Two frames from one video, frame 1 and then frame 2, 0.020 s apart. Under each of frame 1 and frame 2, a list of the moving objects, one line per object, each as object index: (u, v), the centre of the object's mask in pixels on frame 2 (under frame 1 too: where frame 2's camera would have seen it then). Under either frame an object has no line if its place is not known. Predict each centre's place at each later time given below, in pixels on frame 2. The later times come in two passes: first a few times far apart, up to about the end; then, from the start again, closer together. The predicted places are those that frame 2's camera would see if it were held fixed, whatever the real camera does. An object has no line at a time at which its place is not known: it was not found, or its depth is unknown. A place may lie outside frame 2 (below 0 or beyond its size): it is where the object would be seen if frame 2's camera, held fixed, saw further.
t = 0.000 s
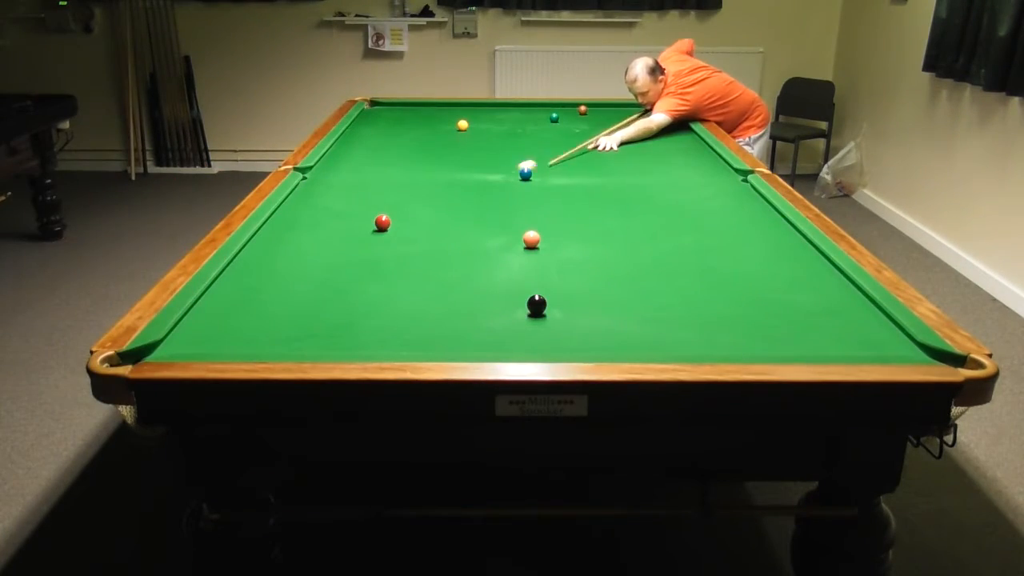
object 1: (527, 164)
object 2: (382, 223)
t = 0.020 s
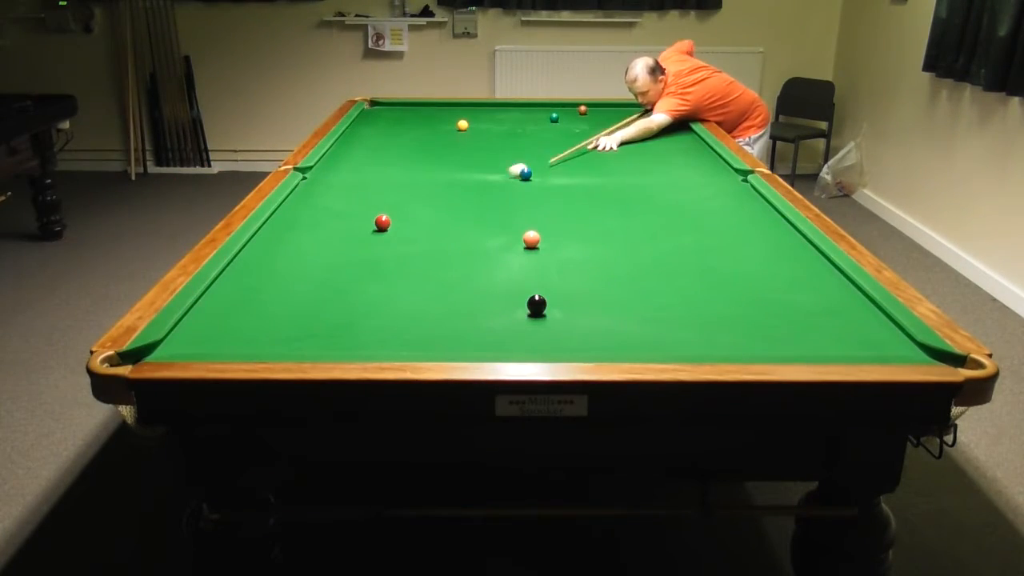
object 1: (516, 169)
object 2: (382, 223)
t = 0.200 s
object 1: (432, 201)
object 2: (382, 223)
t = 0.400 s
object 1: (372, 216)
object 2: (341, 247)
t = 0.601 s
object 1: (355, 213)
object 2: (264, 294)
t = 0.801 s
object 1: (339, 210)
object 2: (172, 346)
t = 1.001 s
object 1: (324, 208)
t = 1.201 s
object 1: (310, 205)
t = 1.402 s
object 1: (298, 203)
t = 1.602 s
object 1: (291, 201)
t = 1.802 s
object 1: (301, 199)
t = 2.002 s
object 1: (308, 198)
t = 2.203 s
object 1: (315, 198)
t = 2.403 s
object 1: (321, 196)
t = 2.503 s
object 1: (324, 196)
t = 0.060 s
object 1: (499, 177)
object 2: (382, 223)
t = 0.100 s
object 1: (481, 183)
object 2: (382, 223)
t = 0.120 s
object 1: (471, 187)
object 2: (382, 223)
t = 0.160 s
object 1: (452, 194)
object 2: (382, 223)
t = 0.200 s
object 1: (432, 201)
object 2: (382, 223)
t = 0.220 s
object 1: (422, 205)
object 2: (382, 223)
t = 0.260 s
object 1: (402, 212)
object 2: (382, 223)
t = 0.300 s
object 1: (387, 216)
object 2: (377, 225)
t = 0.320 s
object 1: (382, 217)
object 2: (370, 229)
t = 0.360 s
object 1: (377, 217)
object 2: (355, 238)
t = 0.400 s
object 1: (372, 216)
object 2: (341, 247)
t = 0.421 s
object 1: (371, 216)
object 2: (333, 252)
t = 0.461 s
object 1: (367, 215)
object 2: (318, 261)
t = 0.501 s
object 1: (363, 215)
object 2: (303, 270)
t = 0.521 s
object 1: (362, 214)
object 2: (295, 275)
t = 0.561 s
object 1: (358, 214)
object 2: (280, 284)
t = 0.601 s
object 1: (355, 213)
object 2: (264, 294)
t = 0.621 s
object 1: (353, 213)
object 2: (256, 299)
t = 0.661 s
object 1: (350, 212)
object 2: (239, 309)
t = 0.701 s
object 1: (347, 212)
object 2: (221, 320)
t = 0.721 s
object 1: (345, 212)
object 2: (211, 326)
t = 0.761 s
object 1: (342, 211)
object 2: (192, 338)
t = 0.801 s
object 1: (339, 210)
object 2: (172, 346)
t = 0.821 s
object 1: (338, 210)
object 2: (159, 350)
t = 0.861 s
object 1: (335, 210)
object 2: (139, 356)
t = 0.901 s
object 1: (332, 209)
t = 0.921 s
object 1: (330, 209)
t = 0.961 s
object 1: (327, 208)
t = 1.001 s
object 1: (324, 208)
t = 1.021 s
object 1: (323, 208)
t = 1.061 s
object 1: (320, 207)
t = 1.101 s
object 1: (317, 206)
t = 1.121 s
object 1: (316, 206)
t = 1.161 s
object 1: (313, 206)
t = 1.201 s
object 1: (310, 205)
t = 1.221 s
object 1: (309, 205)
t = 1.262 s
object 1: (307, 204)
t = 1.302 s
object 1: (304, 204)
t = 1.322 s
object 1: (303, 204)
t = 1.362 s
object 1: (300, 203)
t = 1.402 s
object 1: (298, 203)
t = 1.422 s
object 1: (297, 203)
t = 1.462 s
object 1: (294, 202)
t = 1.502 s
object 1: (292, 202)
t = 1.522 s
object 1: (291, 202)
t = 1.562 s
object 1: (289, 201)
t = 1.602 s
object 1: (291, 201)
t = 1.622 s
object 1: (292, 201)
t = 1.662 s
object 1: (294, 200)
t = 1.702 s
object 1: (296, 200)
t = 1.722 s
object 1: (297, 200)
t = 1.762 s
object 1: (298, 200)
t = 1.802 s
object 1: (301, 199)
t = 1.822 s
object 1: (301, 199)
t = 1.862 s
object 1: (303, 199)
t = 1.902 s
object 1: (304, 199)
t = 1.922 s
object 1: (305, 199)
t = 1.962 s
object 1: (307, 199)
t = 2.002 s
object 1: (308, 198)
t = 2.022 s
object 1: (309, 198)
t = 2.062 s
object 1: (310, 198)
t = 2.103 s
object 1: (312, 198)
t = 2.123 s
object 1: (312, 198)
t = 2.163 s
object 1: (314, 198)
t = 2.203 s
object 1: (315, 198)
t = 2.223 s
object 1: (316, 197)
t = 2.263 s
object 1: (317, 197)
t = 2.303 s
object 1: (318, 197)
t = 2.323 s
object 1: (319, 197)
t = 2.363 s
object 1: (320, 197)
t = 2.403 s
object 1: (321, 196)
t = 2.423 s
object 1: (322, 196)
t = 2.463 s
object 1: (323, 196)
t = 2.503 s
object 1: (324, 196)
